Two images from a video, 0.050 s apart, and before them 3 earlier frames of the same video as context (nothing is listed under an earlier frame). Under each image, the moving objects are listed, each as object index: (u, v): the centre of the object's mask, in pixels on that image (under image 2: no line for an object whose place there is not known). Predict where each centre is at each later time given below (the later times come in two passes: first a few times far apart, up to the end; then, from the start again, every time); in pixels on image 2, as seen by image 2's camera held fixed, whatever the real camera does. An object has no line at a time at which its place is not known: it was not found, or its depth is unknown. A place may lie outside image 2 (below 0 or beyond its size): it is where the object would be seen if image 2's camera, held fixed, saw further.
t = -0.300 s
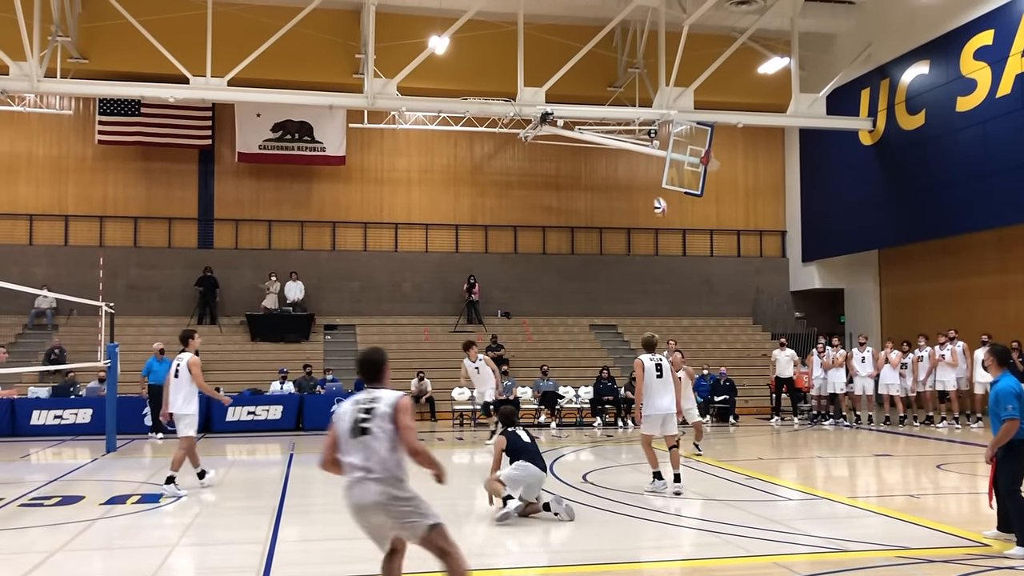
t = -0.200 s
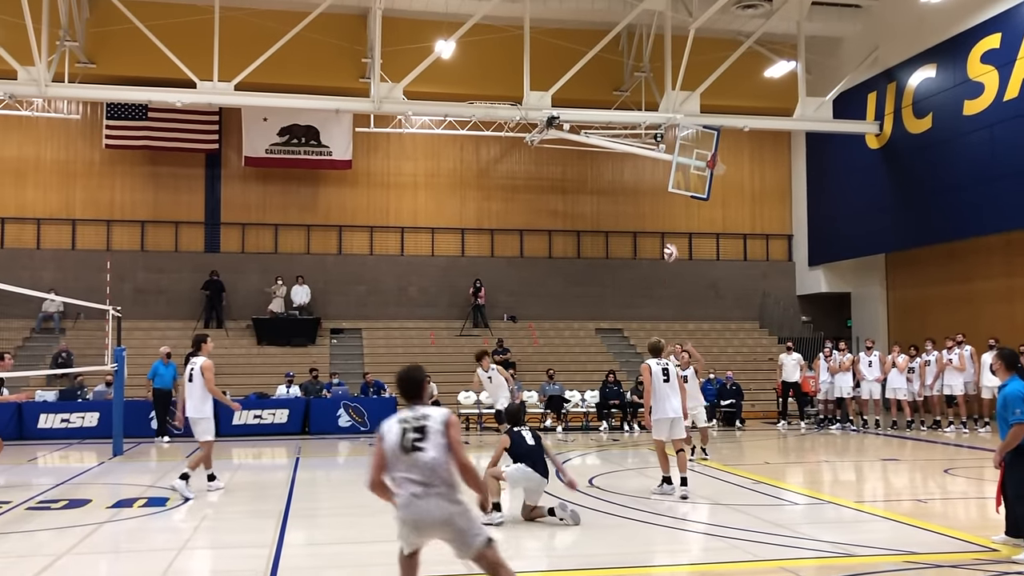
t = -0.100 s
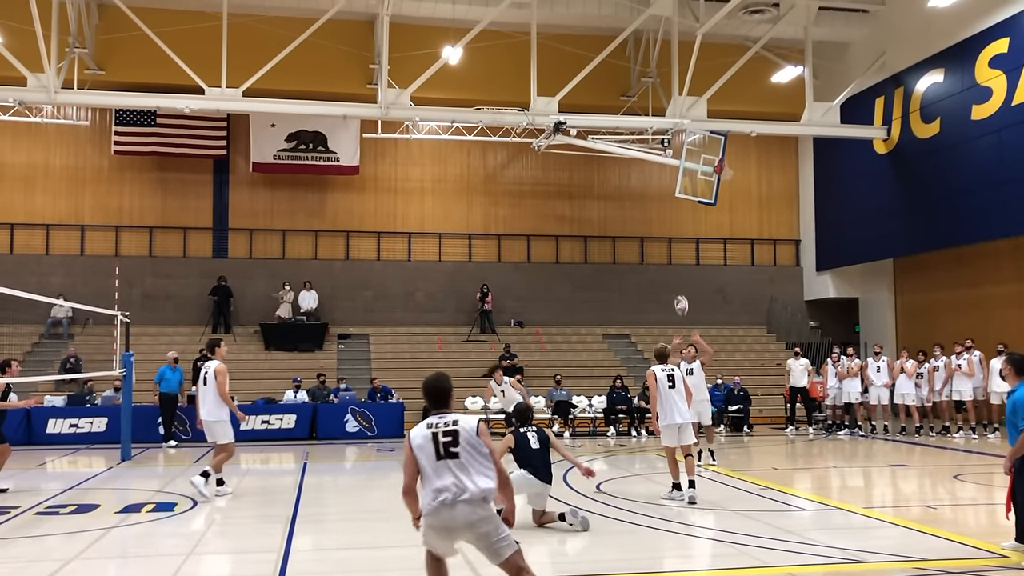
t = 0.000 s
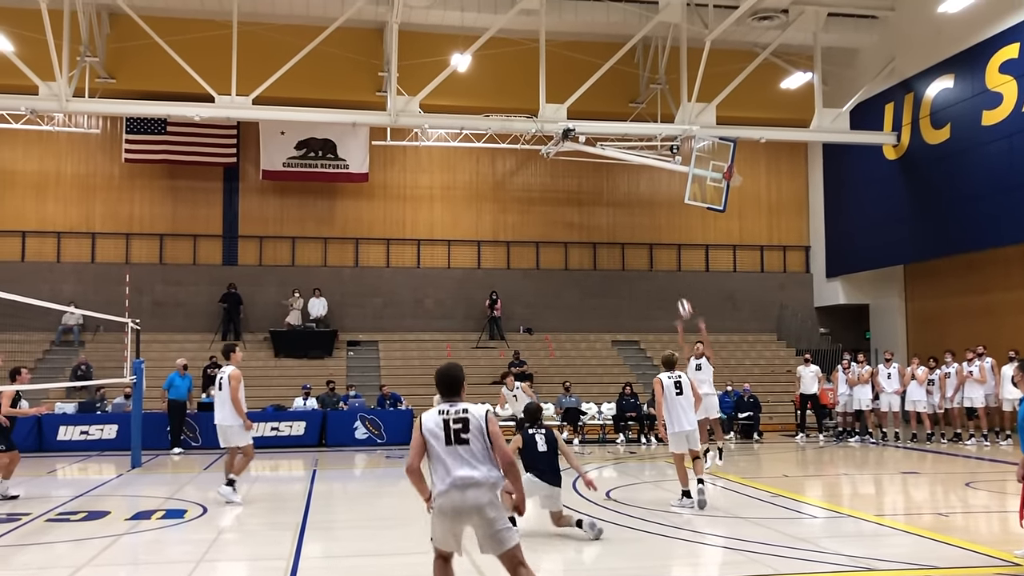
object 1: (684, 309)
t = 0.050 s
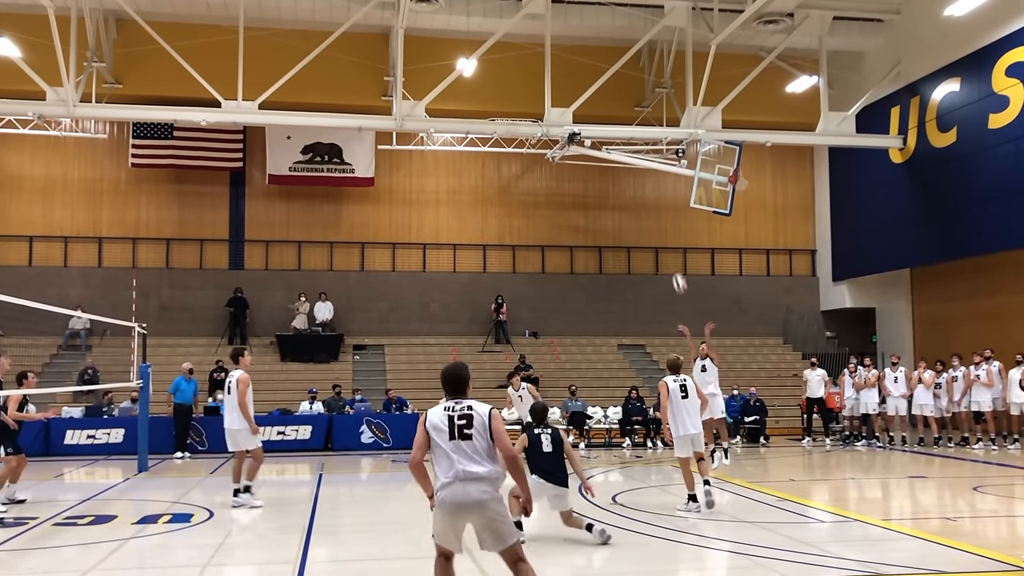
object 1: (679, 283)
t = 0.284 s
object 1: (627, 160)
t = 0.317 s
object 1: (620, 144)
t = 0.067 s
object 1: (675, 274)
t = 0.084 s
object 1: (672, 264)
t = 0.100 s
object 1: (668, 255)
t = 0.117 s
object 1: (665, 246)
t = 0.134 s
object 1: (660, 236)
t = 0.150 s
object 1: (657, 228)
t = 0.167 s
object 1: (653, 220)
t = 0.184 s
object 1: (650, 211)
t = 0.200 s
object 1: (646, 202)
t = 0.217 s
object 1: (643, 193)
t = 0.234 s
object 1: (639, 185)
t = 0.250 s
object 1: (635, 176)
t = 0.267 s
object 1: (630, 169)
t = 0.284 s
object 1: (627, 160)
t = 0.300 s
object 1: (624, 151)
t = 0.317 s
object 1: (620, 144)
